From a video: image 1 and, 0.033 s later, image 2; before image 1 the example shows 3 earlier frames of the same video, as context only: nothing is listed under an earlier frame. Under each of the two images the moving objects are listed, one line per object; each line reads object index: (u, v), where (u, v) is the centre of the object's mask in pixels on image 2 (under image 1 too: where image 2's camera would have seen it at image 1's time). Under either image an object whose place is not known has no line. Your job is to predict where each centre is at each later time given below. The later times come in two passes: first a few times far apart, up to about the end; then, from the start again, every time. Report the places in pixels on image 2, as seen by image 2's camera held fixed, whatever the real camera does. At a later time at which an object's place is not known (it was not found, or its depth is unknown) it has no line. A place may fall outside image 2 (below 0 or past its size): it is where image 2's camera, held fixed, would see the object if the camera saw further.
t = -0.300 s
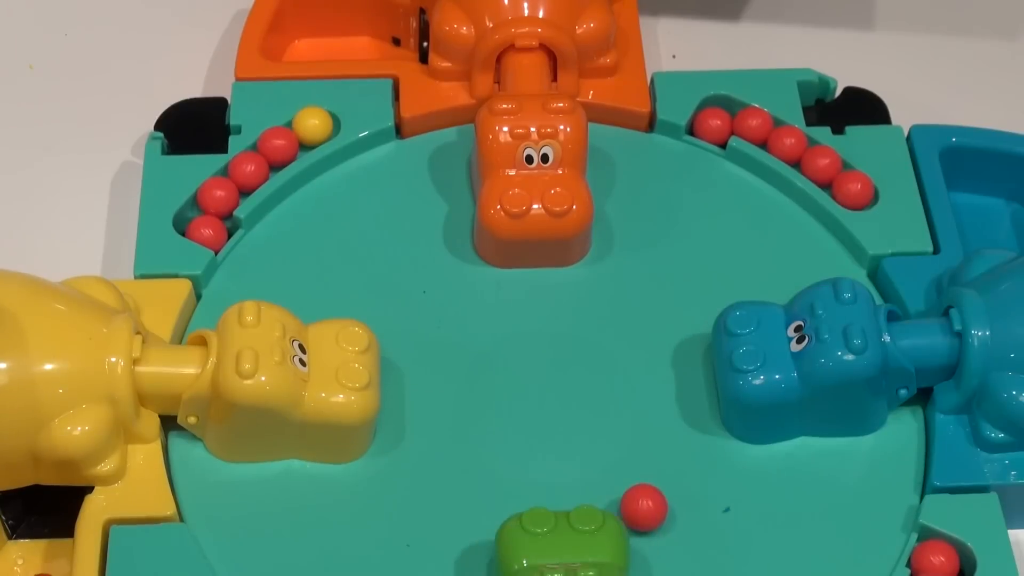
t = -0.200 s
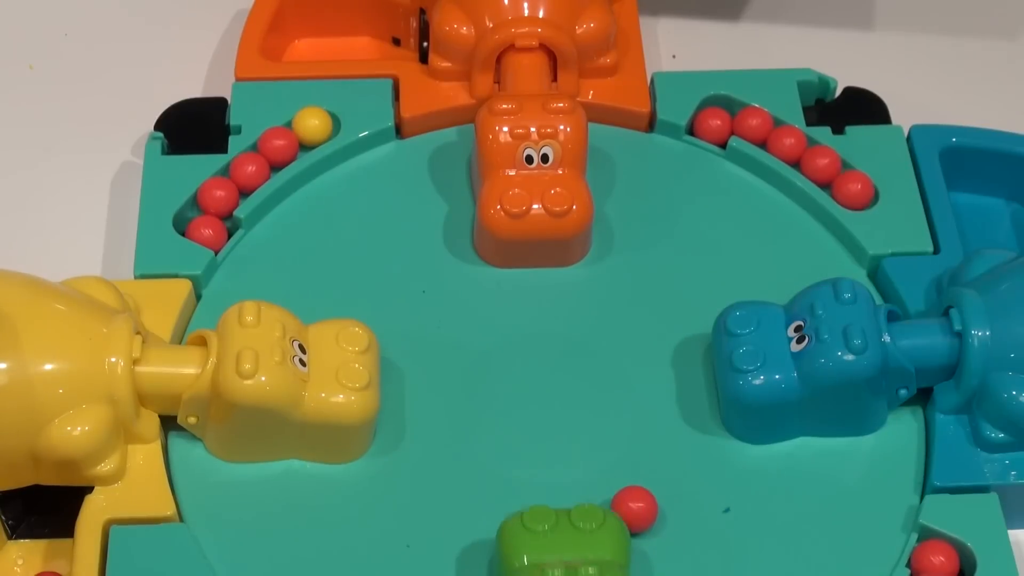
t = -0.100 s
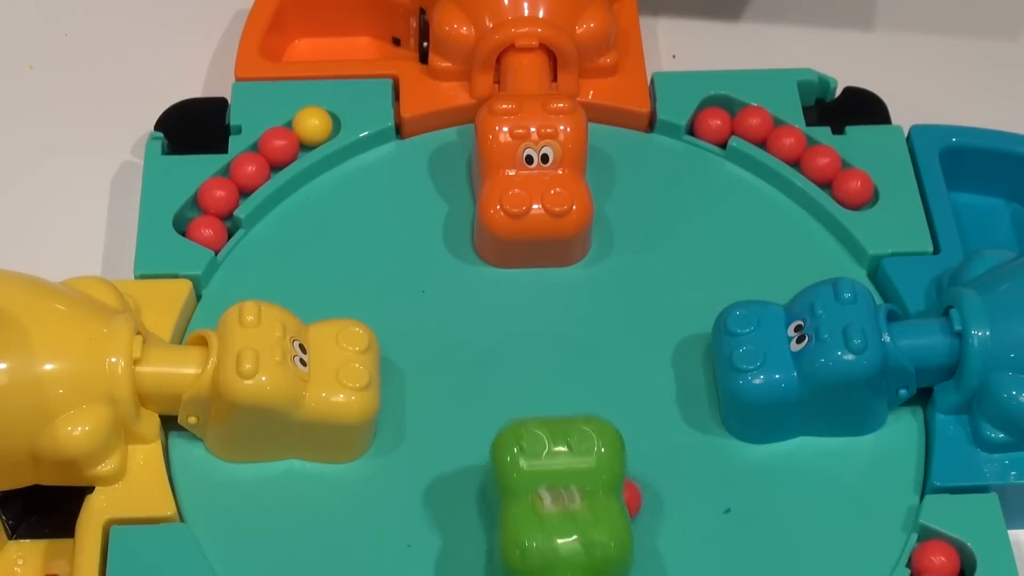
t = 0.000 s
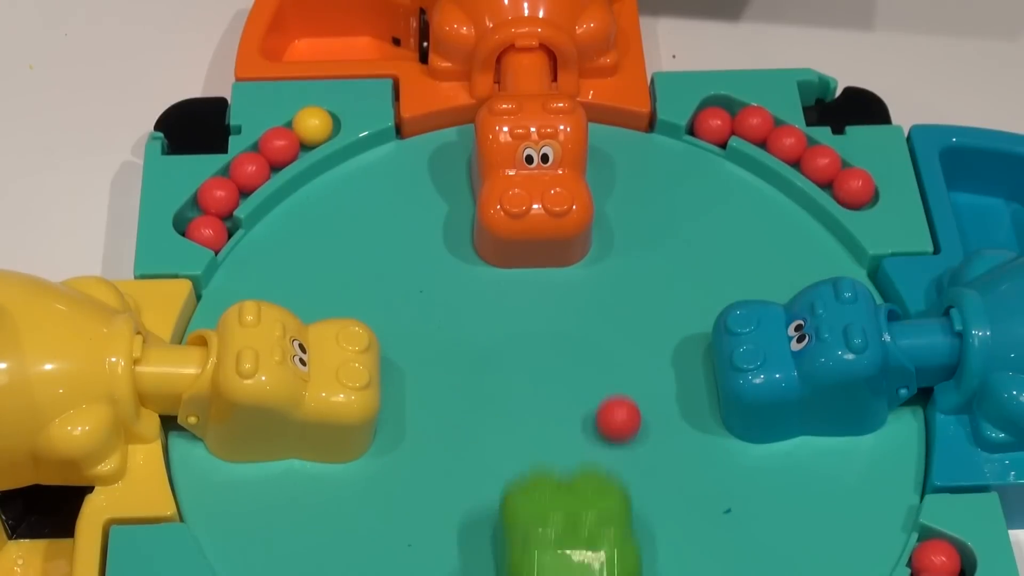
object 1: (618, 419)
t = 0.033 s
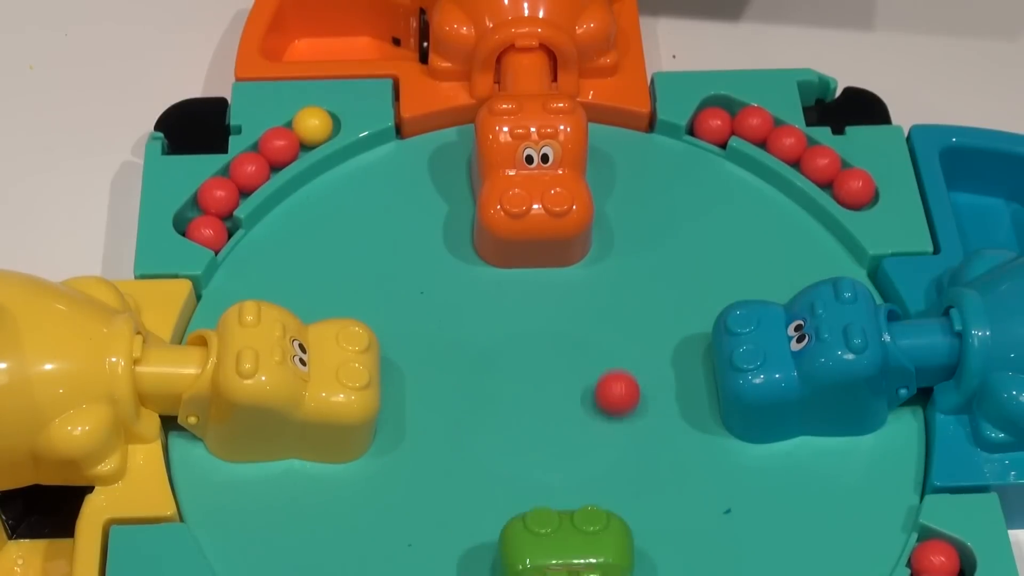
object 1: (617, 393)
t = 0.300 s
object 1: (620, 230)
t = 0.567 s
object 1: (656, 188)
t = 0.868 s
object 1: (638, 236)
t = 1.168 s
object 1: (549, 373)
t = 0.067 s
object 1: (617, 368)
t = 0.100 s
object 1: (617, 344)
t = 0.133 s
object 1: (617, 321)
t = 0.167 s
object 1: (616, 298)
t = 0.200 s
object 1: (615, 278)
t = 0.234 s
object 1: (612, 258)
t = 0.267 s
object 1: (613, 242)
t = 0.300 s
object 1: (620, 230)
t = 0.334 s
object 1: (626, 220)
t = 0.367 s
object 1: (632, 211)
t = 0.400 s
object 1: (638, 203)
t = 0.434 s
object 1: (643, 198)
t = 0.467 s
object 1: (648, 193)
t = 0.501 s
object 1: (651, 191)
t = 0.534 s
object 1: (653, 189)
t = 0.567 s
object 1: (656, 188)
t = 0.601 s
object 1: (657, 188)
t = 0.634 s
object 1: (658, 189)
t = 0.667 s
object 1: (657, 192)
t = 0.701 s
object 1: (656, 196)
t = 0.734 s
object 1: (654, 201)
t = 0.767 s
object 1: (651, 208)
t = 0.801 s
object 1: (648, 216)
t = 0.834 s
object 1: (643, 226)
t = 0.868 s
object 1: (638, 236)
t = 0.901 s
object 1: (632, 248)
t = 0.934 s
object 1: (625, 261)
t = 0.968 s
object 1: (617, 275)
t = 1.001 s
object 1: (607, 290)
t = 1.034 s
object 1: (597, 307)
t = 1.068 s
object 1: (586, 325)
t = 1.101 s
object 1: (574, 341)
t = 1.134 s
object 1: (562, 357)
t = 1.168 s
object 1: (549, 373)
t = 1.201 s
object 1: (537, 389)
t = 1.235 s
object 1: (523, 405)
